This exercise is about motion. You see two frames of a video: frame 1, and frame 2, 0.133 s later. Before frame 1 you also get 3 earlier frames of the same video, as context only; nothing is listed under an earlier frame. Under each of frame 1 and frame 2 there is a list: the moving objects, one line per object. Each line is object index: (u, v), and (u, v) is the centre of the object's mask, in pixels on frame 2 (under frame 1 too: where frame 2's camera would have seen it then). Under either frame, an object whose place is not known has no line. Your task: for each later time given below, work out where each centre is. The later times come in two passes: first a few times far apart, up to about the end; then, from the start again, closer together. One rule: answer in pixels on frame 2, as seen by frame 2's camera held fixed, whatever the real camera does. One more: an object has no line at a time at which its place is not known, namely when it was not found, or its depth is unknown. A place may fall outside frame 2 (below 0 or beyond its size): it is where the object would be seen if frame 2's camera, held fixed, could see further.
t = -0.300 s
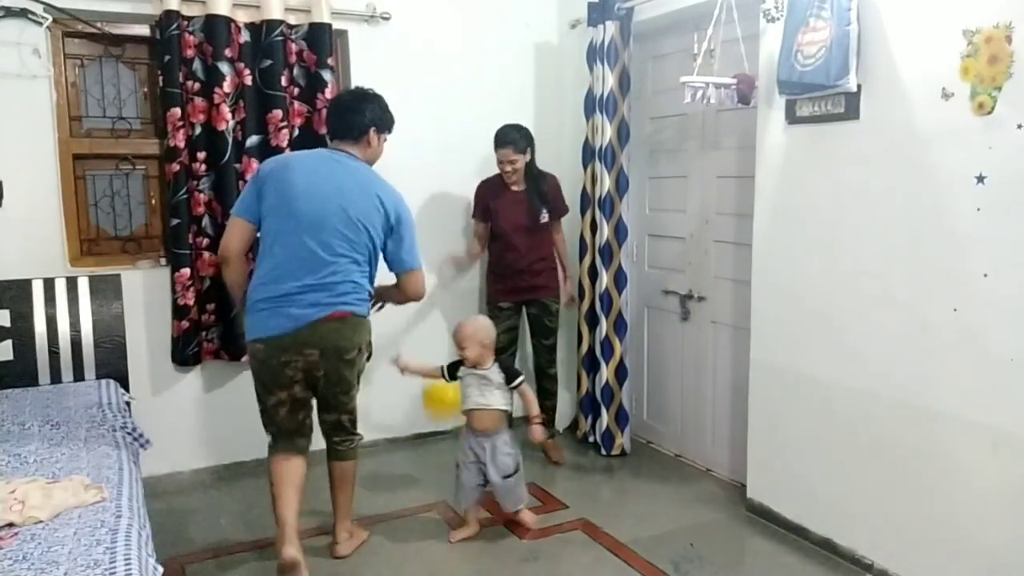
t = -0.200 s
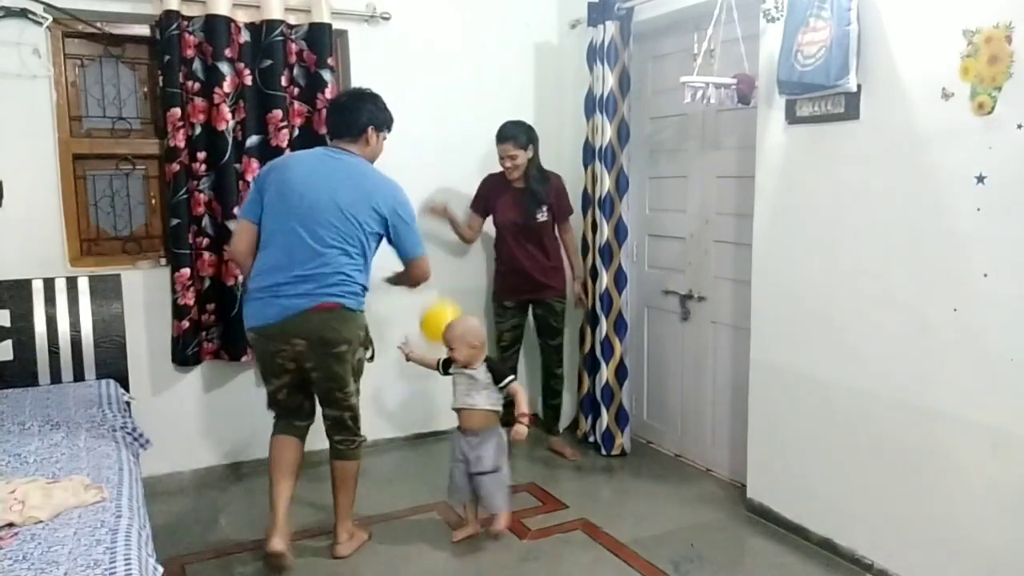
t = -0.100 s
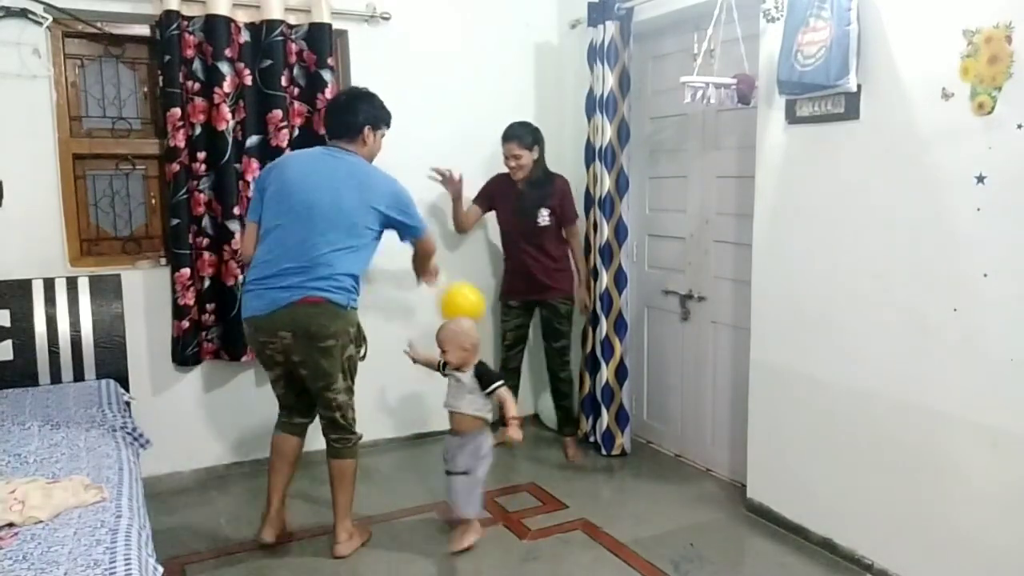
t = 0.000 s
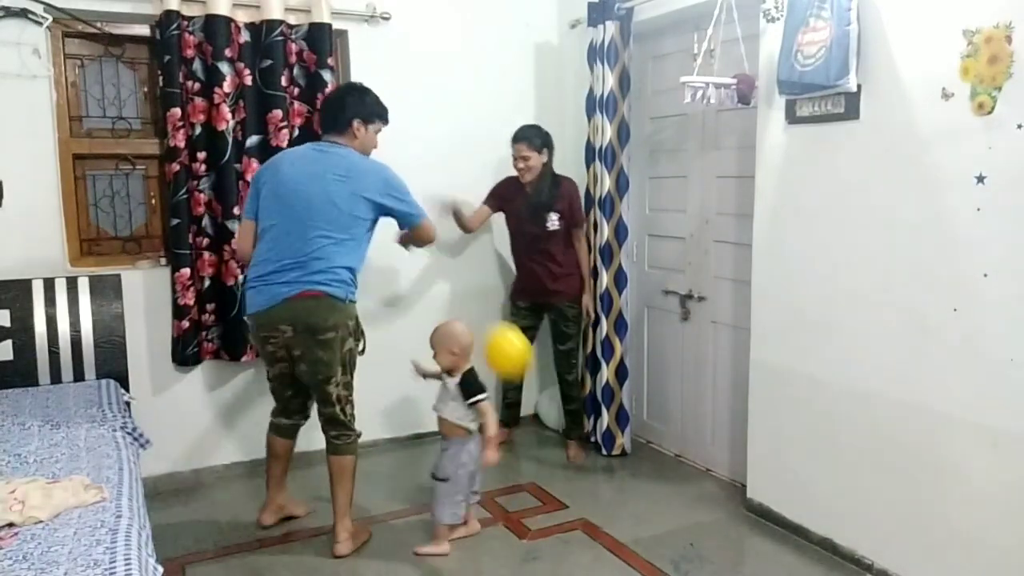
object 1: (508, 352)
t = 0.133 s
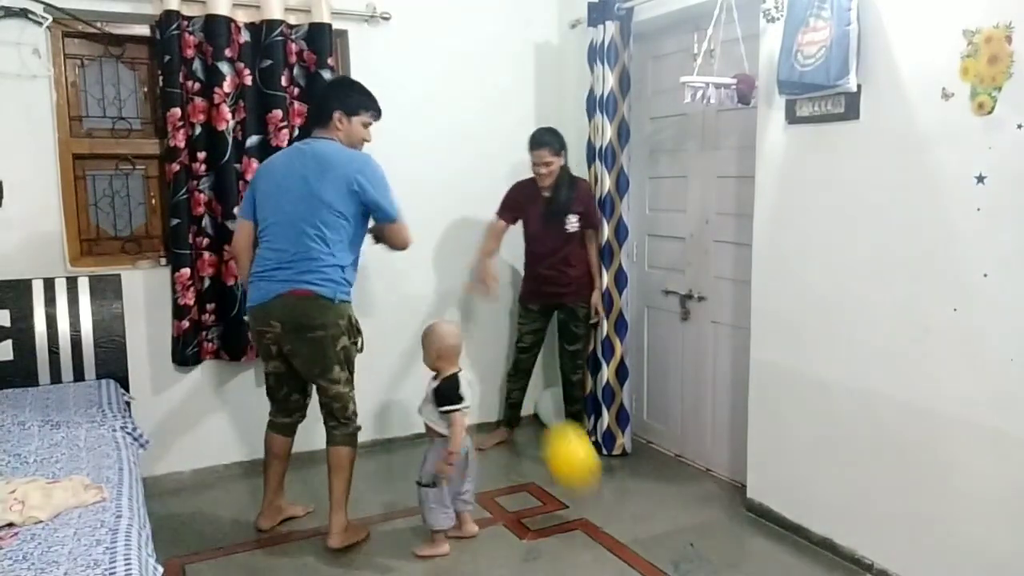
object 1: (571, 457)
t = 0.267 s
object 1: (621, 457)
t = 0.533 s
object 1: (702, 357)
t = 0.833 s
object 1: (797, 475)
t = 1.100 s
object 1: (884, 468)
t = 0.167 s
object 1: (588, 489)
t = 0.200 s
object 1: (602, 507)
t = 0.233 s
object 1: (612, 481)
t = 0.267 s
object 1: (621, 457)
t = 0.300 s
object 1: (631, 437)
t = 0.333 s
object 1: (640, 418)
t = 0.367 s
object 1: (650, 401)
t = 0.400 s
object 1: (660, 386)
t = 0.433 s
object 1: (671, 374)
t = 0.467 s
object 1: (681, 366)
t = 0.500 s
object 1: (691, 360)
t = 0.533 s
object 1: (702, 357)
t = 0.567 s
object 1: (713, 358)
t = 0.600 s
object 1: (723, 360)
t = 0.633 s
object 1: (734, 367)
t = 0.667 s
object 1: (744, 377)
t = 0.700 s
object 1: (754, 389)
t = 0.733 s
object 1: (765, 405)
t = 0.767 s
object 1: (776, 426)
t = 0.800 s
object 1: (786, 449)
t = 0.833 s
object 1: (797, 475)
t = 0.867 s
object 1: (806, 509)
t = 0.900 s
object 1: (816, 540)
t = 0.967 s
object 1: (836, 551)
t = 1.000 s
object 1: (848, 532)
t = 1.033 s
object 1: (861, 505)
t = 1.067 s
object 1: (872, 486)
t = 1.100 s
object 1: (884, 468)
